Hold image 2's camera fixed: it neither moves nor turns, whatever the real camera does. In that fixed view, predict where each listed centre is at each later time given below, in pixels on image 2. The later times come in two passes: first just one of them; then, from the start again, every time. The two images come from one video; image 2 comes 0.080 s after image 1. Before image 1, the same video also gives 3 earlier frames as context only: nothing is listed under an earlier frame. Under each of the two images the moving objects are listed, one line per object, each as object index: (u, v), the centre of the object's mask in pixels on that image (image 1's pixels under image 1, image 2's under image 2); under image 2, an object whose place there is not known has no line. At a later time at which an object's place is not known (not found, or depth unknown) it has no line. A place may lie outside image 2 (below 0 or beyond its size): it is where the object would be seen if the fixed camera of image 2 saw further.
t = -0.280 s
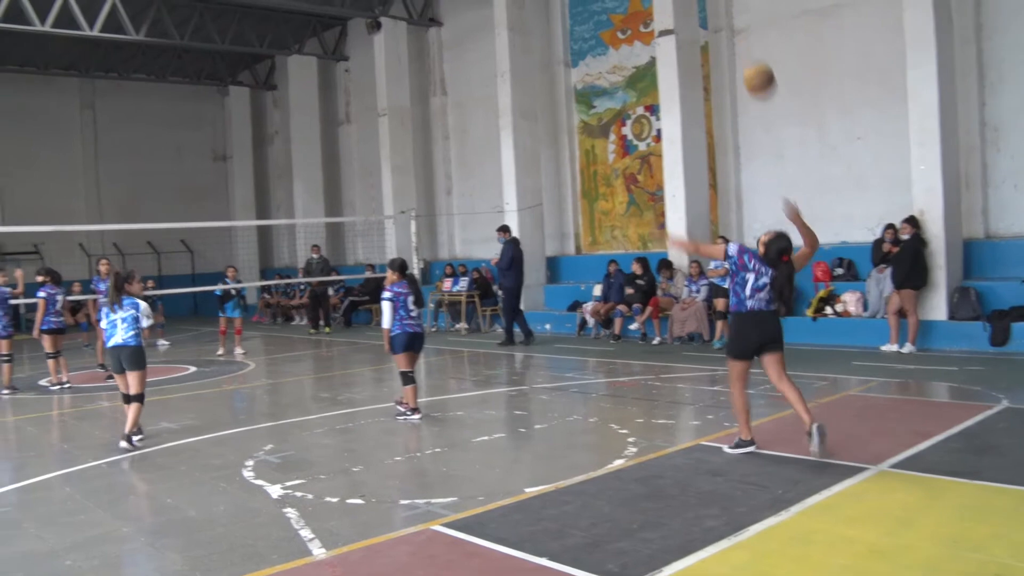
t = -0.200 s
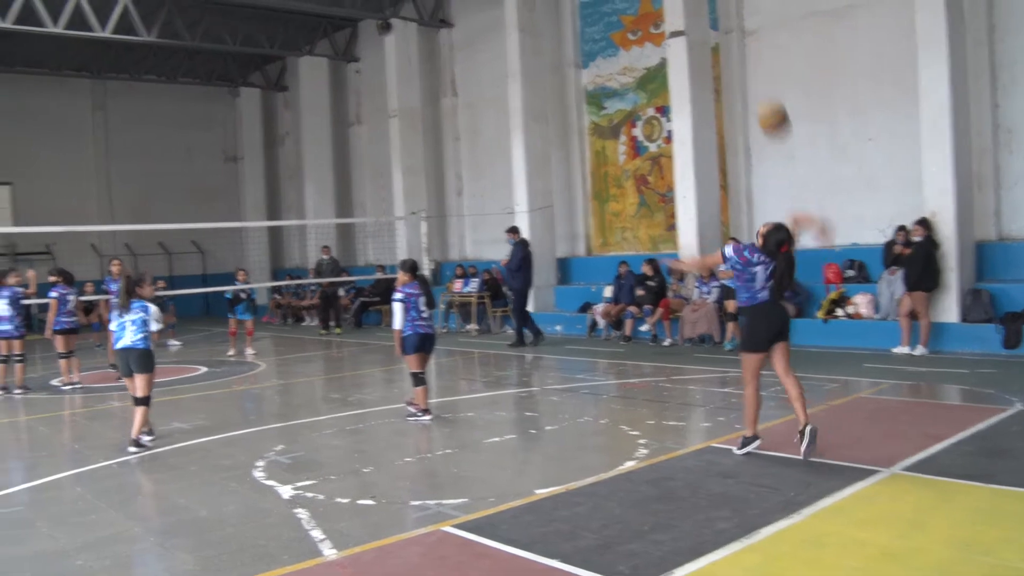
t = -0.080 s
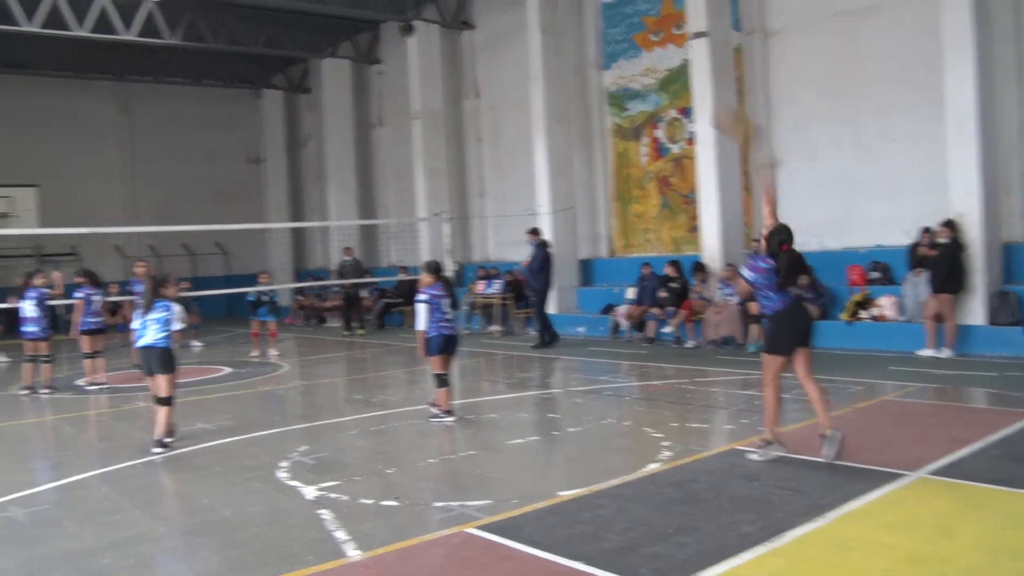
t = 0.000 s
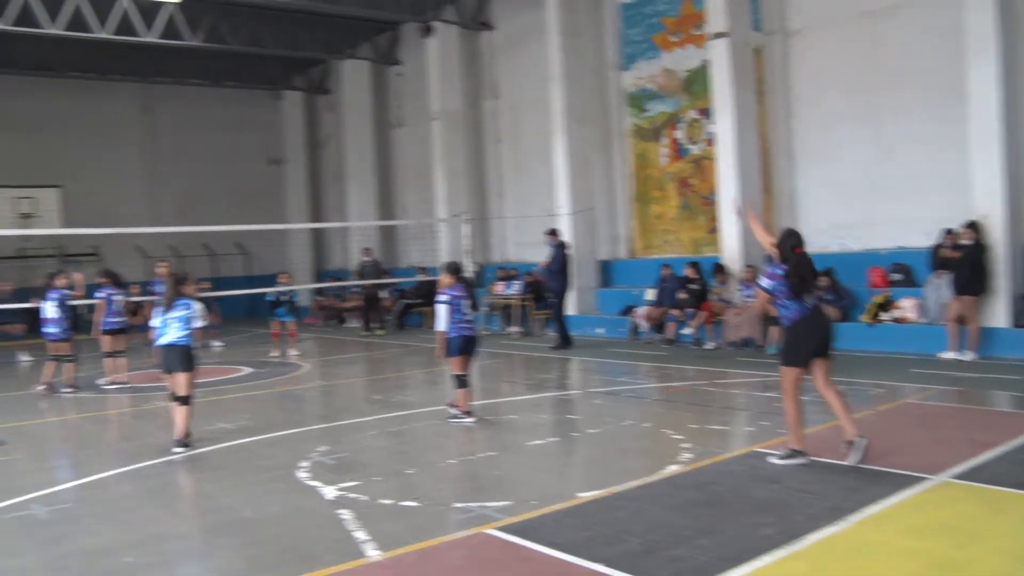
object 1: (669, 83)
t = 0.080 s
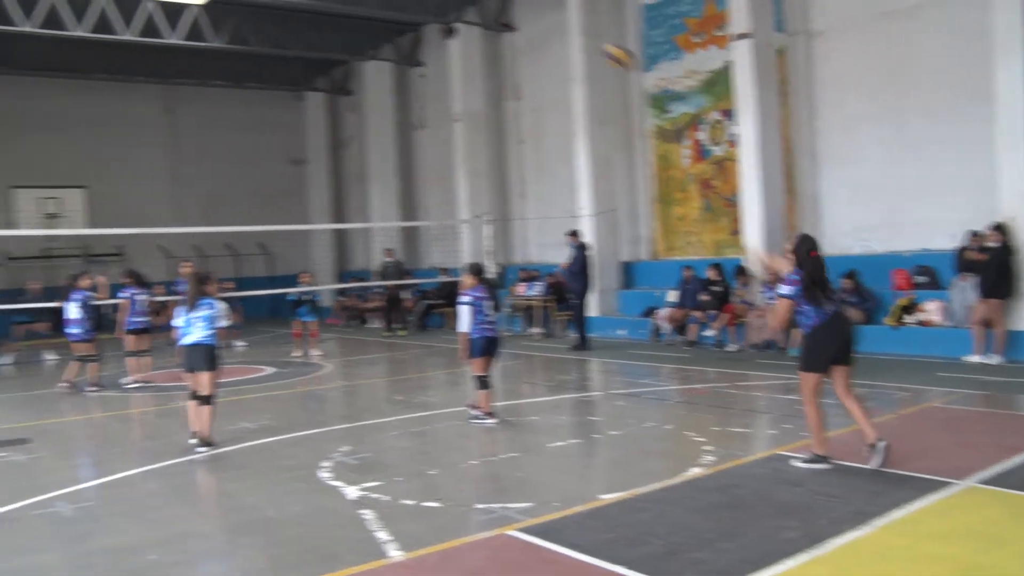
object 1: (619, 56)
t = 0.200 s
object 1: (539, 36)
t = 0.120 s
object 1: (590, 47)
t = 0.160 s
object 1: (563, 40)
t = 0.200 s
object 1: (539, 36)
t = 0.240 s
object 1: (518, 34)
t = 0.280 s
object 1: (499, 34)
